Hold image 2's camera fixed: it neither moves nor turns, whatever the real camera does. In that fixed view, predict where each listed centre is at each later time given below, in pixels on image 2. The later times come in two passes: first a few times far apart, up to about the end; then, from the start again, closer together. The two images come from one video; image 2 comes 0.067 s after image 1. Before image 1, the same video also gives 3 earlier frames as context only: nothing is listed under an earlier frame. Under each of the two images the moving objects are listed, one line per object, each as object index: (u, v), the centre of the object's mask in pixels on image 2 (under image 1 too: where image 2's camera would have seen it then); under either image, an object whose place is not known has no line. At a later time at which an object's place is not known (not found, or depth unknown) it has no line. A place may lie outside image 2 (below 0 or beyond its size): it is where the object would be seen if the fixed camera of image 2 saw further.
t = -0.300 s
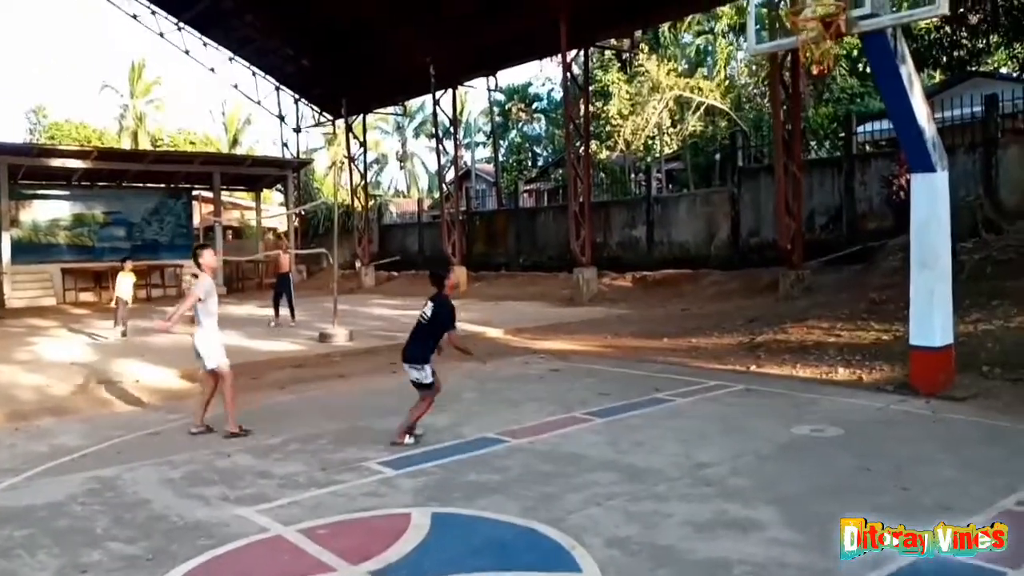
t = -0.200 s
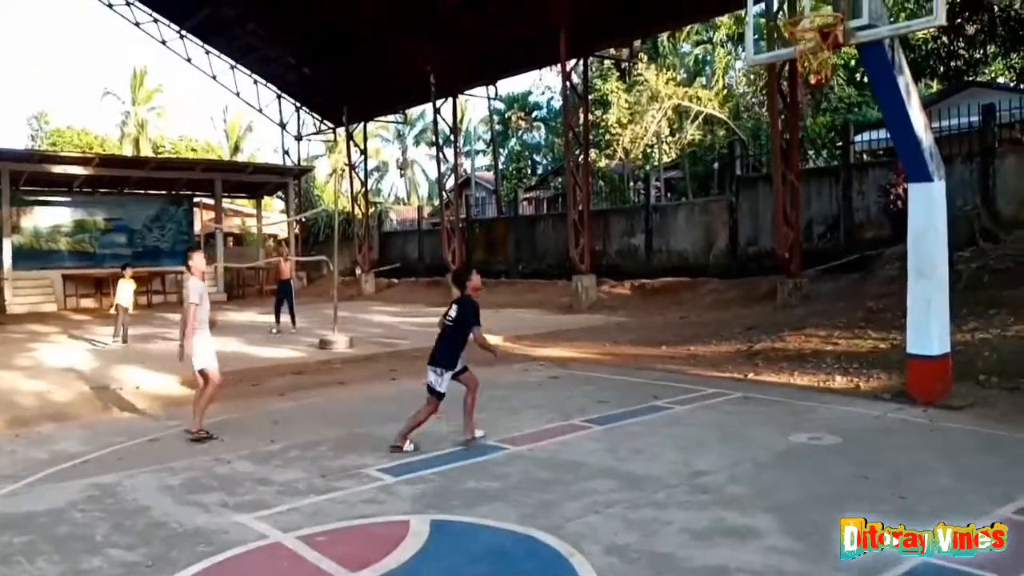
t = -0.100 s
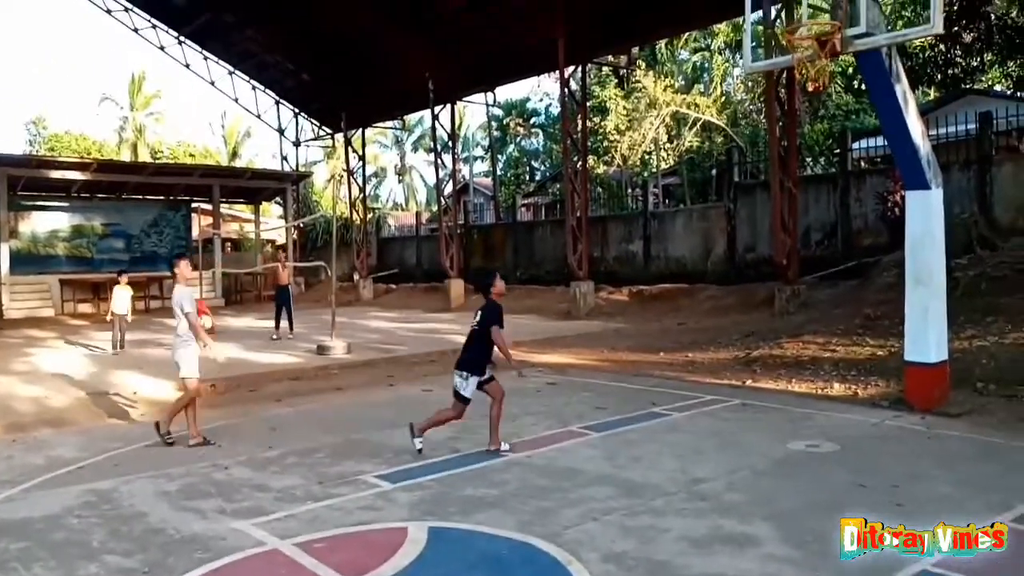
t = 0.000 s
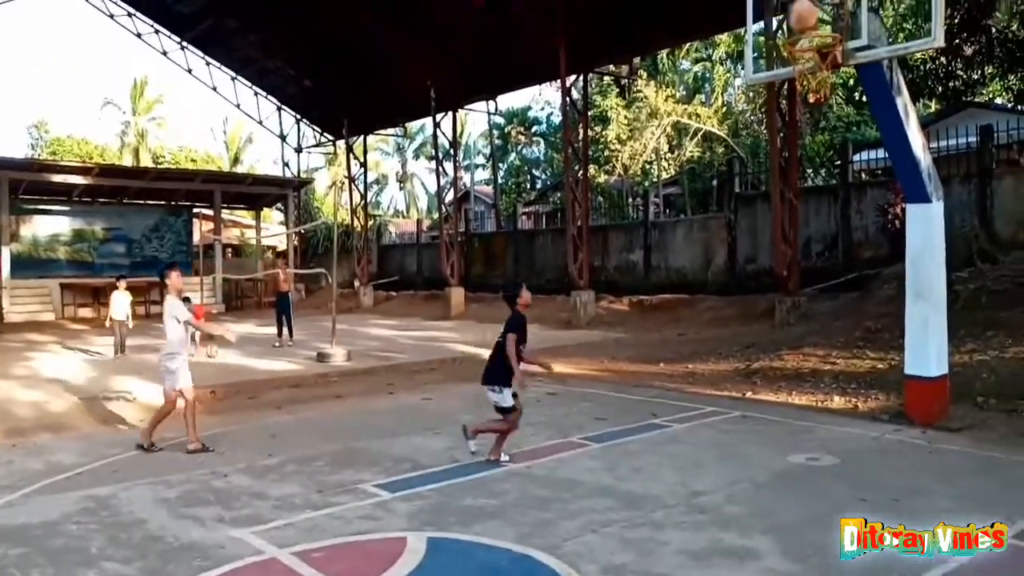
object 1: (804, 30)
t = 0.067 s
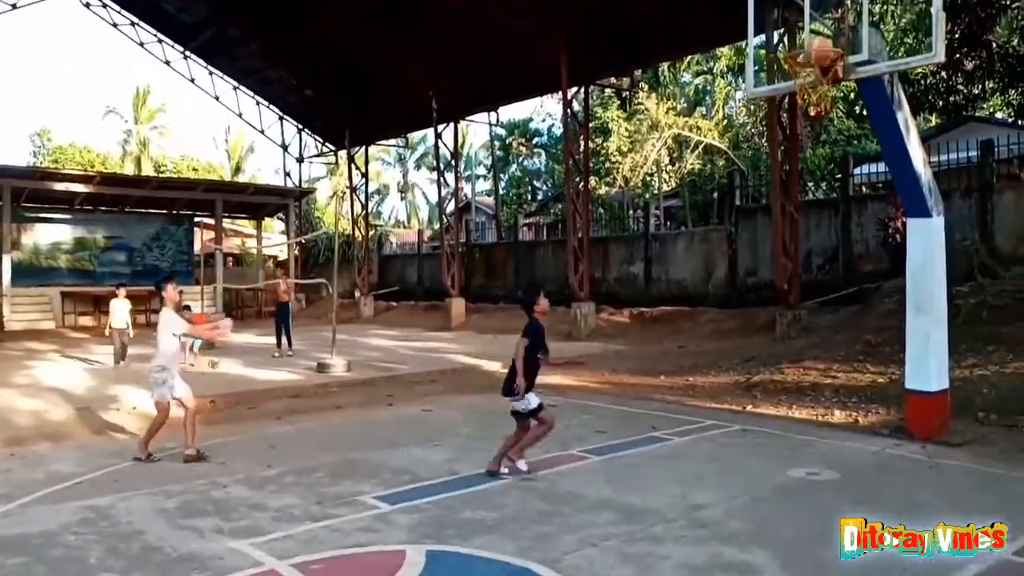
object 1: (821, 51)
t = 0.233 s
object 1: (817, 73)
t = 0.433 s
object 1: (831, 120)
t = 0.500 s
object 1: (834, 134)
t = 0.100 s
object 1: (806, 55)
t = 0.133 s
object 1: (806, 61)
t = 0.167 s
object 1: (809, 65)
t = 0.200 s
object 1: (812, 68)
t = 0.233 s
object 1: (817, 73)
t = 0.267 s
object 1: (820, 78)
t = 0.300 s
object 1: (823, 83)
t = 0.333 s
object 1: (825, 90)
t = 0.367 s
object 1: (826, 98)
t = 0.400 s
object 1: (829, 108)
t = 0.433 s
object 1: (831, 120)
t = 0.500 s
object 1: (834, 134)
